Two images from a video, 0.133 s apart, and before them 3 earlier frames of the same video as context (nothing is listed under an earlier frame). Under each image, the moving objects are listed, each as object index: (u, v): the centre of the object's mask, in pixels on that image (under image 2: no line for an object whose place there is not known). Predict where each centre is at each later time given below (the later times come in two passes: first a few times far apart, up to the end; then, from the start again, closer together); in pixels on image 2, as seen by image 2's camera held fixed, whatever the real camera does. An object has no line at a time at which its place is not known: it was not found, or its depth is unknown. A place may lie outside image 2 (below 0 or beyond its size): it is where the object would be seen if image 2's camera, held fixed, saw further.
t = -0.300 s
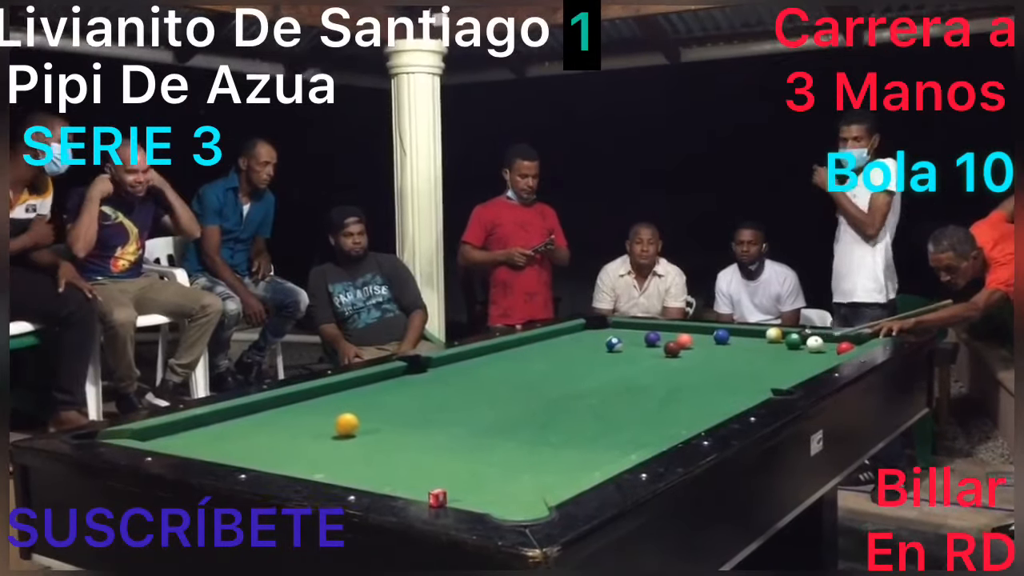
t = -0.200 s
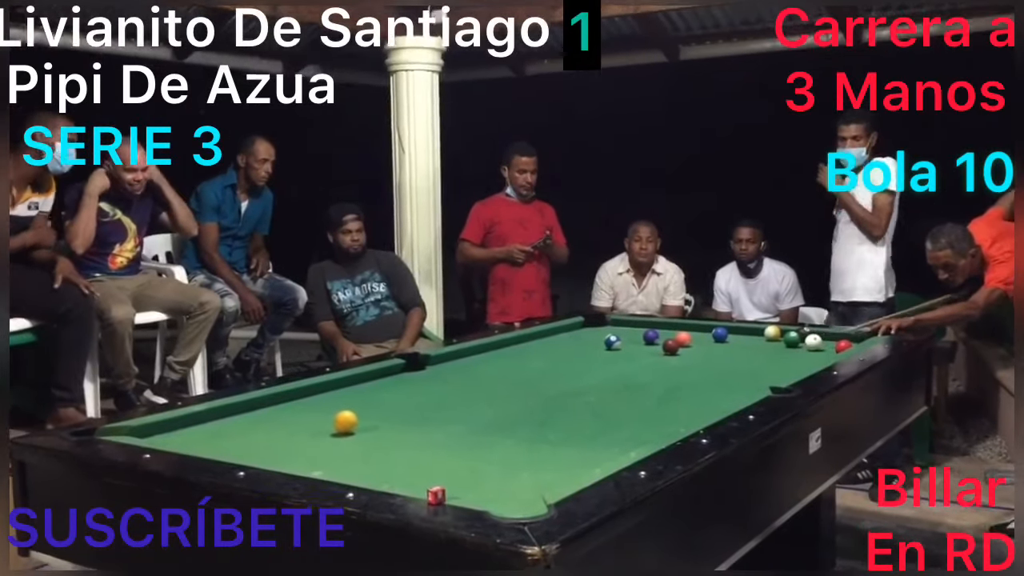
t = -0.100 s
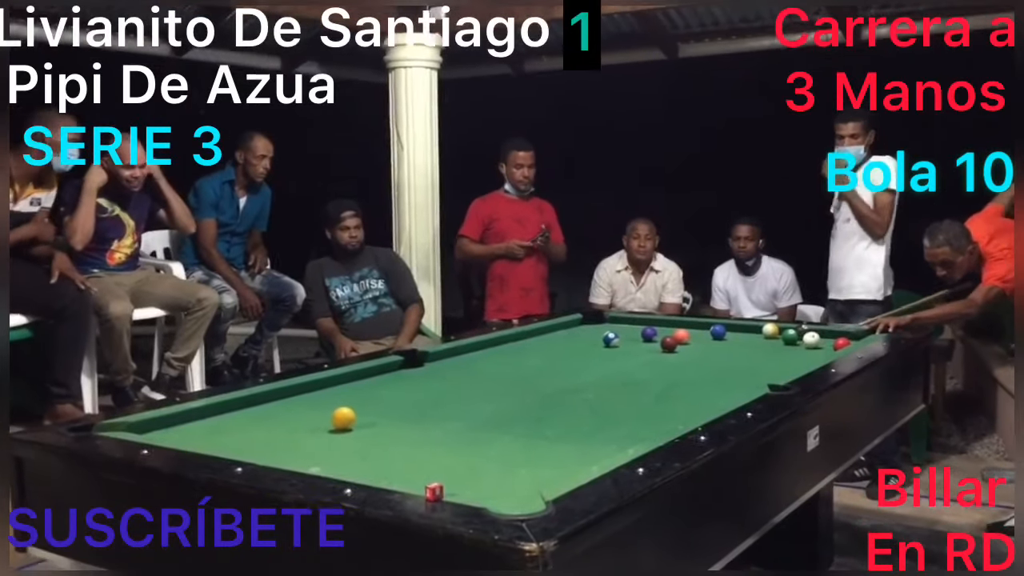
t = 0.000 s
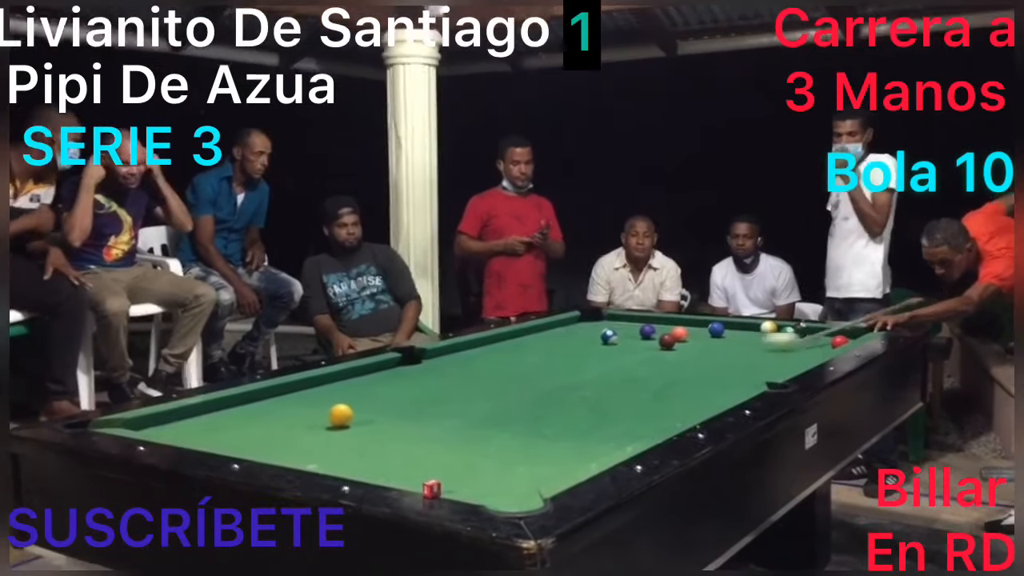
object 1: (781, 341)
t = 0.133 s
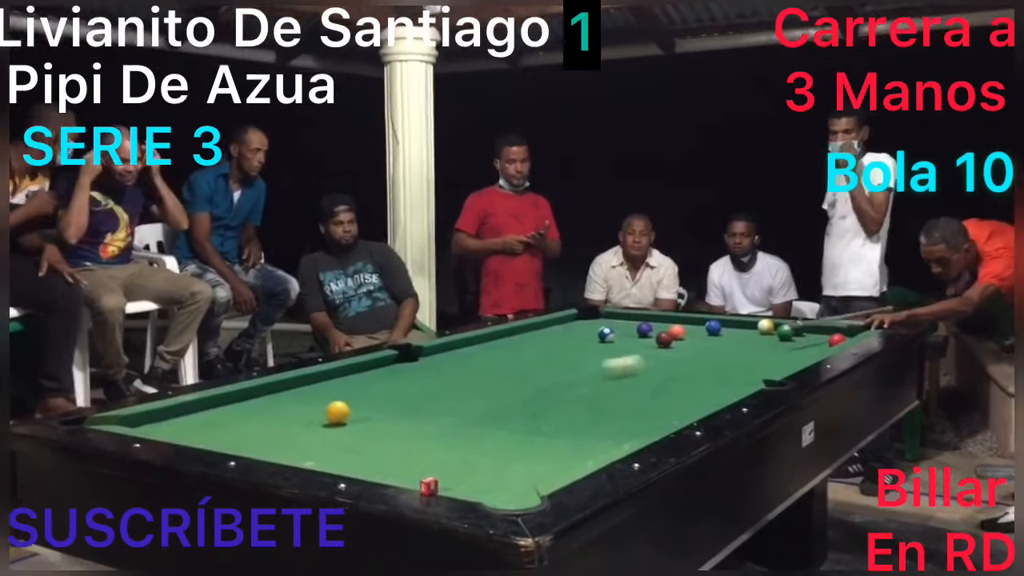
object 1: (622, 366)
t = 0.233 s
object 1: (483, 390)
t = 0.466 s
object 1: (316, 452)
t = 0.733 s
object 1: (533, 444)
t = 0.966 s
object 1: (627, 423)
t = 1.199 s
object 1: (609, 396)
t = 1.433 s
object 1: (596, 375)
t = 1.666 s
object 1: (585, 357)
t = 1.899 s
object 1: (576, 343)
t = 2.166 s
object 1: (568, 330)
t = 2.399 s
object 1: (563, 320)
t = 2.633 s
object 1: (591, 317)
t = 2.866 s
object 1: (620, 315)
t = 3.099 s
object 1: (625, 317)
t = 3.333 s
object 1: (626, 320)
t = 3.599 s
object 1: (628, 322)
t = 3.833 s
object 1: (631, 324)
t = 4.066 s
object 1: (631, 327)
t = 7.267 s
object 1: (624, 331)
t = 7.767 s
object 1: (623, 331)
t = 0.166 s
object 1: (578, 374)
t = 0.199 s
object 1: (531, 382)
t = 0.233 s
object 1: (483, 390)
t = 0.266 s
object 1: (432, 398)
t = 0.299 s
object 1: (377, 409)
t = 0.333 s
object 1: (358, 418)
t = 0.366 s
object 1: (351, 427)
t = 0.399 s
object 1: (342, 435)
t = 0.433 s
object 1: (330, 445)
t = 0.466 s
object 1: (316, 452)
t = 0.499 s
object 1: (321, 455)
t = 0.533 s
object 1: (355, 455)
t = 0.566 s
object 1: (387, 454)
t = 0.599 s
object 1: (419, 452)
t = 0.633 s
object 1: (448, 450)
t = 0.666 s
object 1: (476, 448)
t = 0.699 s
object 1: (504, 446)
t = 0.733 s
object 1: (533, 444)
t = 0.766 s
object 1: (559, 442)
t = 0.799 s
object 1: (587, 440)
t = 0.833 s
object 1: (611, 437)
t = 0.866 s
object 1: (633, 431)
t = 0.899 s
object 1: (630, 429)
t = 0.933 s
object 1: (628, 427)
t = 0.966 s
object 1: (627, 423)
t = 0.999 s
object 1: (623, 419)
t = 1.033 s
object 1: (621, 414)
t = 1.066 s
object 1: (618, 411)
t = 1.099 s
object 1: (615, 407)
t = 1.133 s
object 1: (613, 403)
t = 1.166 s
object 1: (611, 400)
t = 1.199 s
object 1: (609, 396)
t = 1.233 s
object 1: (607, 393)
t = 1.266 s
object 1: (605, 389)
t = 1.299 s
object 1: (603, 386)
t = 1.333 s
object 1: (601, 383)
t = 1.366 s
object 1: (599, 380)
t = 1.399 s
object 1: (597, 377)
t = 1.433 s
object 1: (596, 375)
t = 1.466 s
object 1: (594, 372)
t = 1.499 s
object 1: (592, 369)
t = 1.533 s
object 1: (591, 367)
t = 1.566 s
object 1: (589, 364)
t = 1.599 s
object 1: (588, 362)
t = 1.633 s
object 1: (586, 359)
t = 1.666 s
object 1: (585, 357)
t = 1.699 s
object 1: (583, 355)
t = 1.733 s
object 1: (582, 353)
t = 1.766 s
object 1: (581, 351)
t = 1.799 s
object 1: (580, 349)
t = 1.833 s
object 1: (579, 347)
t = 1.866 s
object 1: (577, 345)
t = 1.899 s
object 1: (576, 343)
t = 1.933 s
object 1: (575, 341)
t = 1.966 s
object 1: (574, 340)
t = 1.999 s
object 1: (573, 338)
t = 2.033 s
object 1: (572, 336)
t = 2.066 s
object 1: (571, 334)
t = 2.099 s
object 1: (570, 333)
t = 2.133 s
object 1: (569, 331)
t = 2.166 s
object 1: (568, 330)
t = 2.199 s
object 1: (568, 328)
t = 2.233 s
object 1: (567, 326)
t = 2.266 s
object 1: (566, 325)
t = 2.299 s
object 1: (566, 323)
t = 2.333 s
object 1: (565, 322)
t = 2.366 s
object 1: (564, 321)
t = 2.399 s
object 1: (563, 320)
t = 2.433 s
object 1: (565, 319)
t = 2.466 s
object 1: (569, 318)
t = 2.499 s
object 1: (574, 318)
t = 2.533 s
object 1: (578, 318)
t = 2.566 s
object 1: (582, 317)
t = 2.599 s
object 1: (587, 317)
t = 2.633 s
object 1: (591, 317)
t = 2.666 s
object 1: (595, 316)
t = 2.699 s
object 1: (600, 316)
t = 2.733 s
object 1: (604, 316)
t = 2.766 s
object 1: (608, 316)
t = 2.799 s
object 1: (612, 315)
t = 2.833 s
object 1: (616, 315)
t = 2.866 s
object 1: (620, 315)
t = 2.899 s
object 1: (623, 315)
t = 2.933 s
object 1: (623, 315)
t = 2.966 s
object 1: (623, 315)
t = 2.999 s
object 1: (624, 316)
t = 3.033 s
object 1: (624, 316)
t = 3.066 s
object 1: (624, 316)
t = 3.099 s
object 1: (625, 317)
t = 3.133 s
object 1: (625, 317)
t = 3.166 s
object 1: (625, 317)
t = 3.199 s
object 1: (625, 318)
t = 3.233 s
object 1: (625, 318)
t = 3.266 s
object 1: (625, 319)
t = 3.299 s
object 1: (626, 319)
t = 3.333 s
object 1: (626, 320)
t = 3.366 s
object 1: (627, 320)
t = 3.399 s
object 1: (627, 320)
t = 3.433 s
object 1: (627, 321)
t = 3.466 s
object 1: (627, 321)
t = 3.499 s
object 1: (628, 322)
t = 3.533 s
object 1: (628, 322)
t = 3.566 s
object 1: (628, 322)
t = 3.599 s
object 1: (628, 322)
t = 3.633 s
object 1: (629, 323)
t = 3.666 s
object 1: (629, 323)
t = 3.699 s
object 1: (629, 323)
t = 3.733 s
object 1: (629, 324)
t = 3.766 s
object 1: (629, 324)
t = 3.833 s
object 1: (631, 324)
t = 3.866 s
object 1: (630, 325)
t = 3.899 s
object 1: (631, 325)
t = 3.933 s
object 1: (633, 325)
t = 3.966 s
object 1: (632, 326)
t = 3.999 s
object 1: (631, 325)
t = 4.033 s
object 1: (631, 326)
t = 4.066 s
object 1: (631, 327)
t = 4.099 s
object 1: (630, 327)
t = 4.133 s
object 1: (630, 327)
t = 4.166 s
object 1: (630, 327)
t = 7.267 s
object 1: (624, 331)
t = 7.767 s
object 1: (623, 331)
